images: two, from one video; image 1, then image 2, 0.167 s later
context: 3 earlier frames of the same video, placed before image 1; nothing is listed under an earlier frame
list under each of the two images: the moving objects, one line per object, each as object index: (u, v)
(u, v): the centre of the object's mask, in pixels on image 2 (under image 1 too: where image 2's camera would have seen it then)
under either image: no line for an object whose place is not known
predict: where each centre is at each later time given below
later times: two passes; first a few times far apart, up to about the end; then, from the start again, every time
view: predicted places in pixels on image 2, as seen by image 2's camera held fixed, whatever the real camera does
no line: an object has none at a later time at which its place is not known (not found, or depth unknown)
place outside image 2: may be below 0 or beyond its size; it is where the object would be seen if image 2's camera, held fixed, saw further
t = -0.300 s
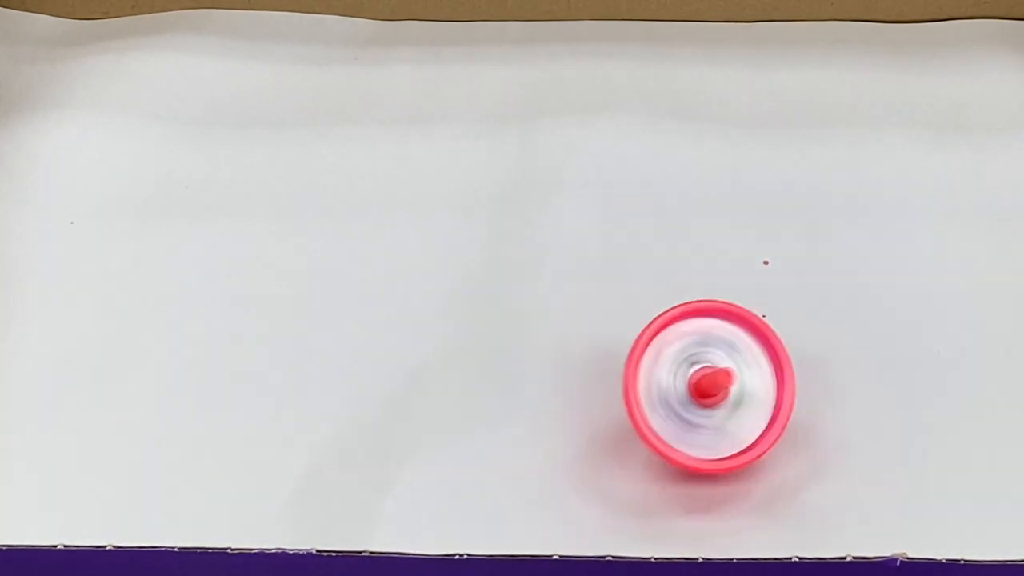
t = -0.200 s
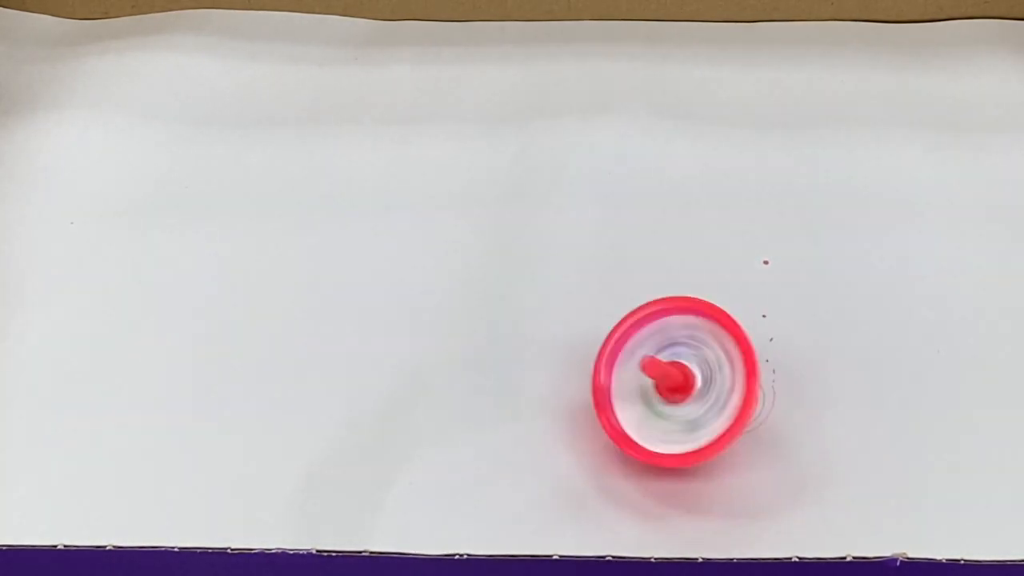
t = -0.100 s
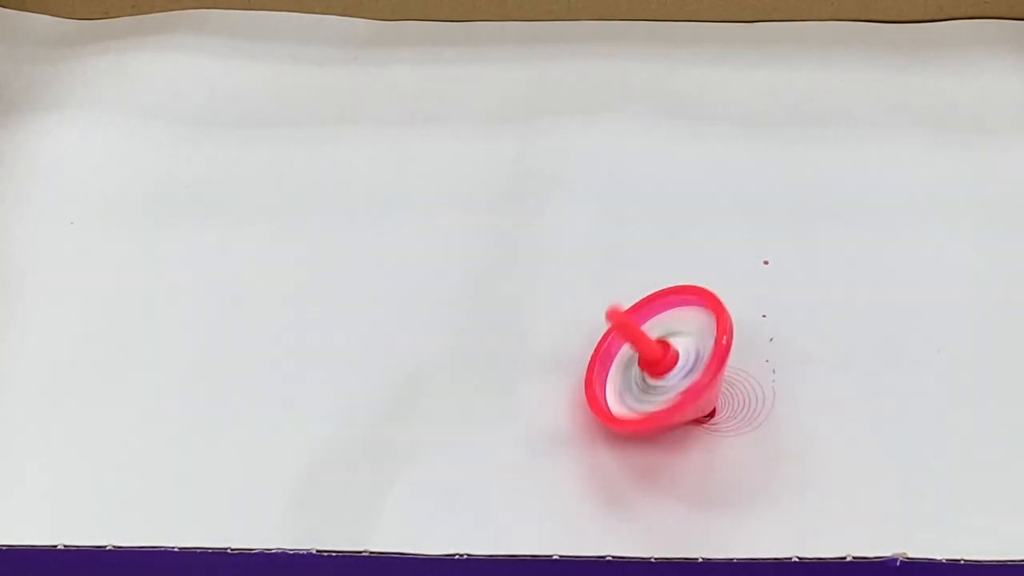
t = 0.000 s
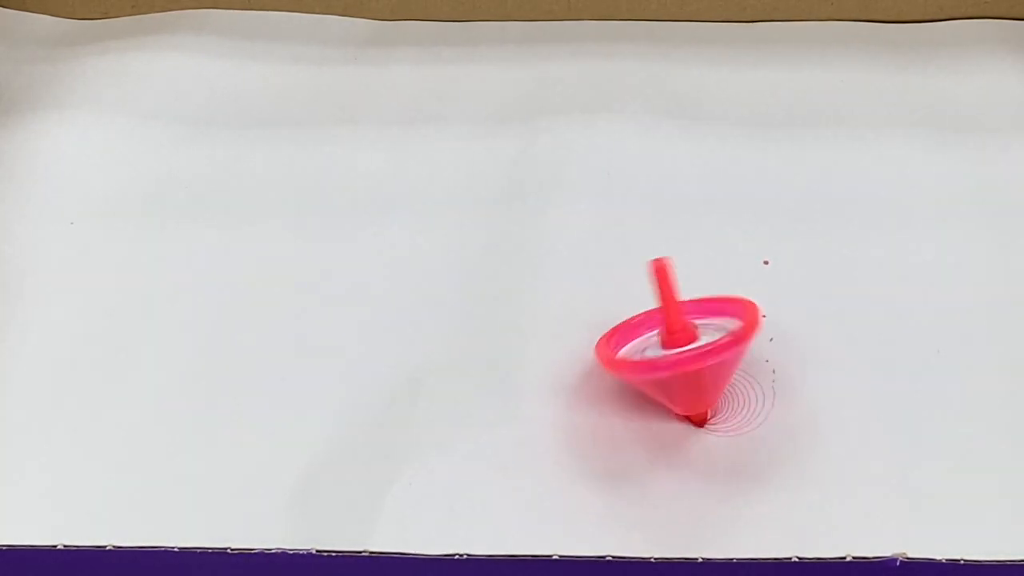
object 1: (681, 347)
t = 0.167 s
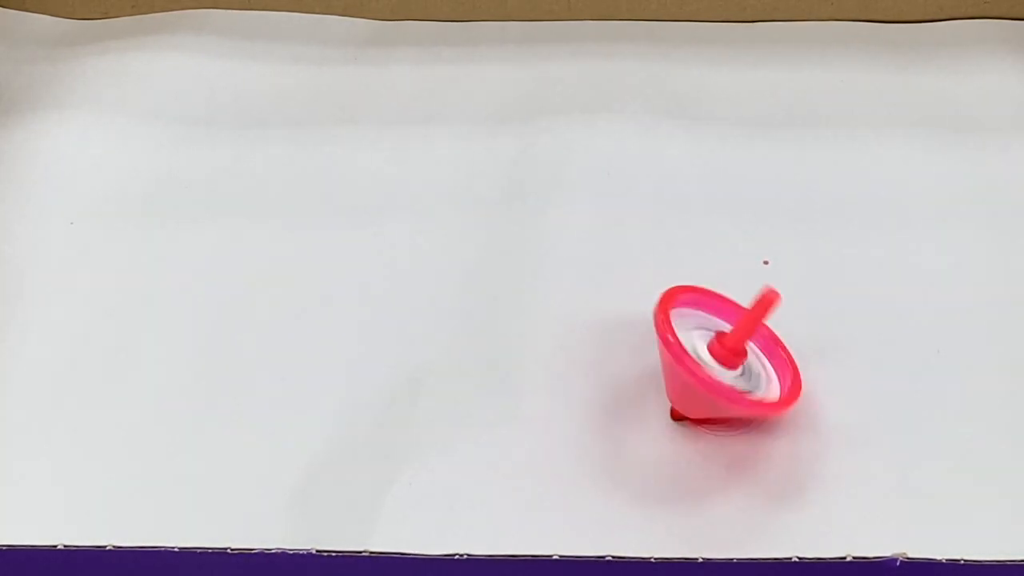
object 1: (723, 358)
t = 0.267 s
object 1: (724, 378)
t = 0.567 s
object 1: (662, 356)
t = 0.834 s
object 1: (728, 369)
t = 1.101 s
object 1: (653, 375)
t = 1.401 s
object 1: (721, 360)
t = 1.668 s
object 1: (659, 386)
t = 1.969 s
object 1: (714, 357)
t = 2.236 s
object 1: (660, 394)
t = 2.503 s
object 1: (696, 351)
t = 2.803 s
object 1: (664, 399)
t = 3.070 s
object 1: (684, 353)
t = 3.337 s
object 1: (694, 408)
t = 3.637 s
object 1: (648, 405)
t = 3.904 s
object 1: (885, 491)
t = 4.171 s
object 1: (864, 405)
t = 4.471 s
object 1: (899, 473)
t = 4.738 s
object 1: (968, 478)
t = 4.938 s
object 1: (989, 443)
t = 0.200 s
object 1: (727, 363)
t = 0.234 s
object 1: (730, 372)
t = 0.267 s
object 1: (724, 378)
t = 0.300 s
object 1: (718, 386)
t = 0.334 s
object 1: (706, 390)
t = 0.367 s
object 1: (695, 390)
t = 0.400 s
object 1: (681, 390)
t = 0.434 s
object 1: (671, 383)
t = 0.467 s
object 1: (663, 379)
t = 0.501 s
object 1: (657, 369)
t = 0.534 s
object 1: (658, 363)
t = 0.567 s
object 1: (662, 356)
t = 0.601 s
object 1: (671, 351)
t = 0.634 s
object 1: (678, 348)
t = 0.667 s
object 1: (690, 347)
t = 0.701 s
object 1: (699, 349)
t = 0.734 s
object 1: (709, 352)
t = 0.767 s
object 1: (717, 356)
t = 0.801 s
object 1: (724, 361)
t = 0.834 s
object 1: (728, 369)
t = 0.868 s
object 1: (726, 375)
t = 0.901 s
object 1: (720, 384)
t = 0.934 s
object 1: (710, 388)
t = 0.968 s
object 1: (701, 392)
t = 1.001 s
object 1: (687, 394)
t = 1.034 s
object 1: (673, 390)
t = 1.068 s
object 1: (661, 386)
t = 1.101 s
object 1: (653, 375)
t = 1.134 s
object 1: (652, 367)
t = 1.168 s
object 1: (655, 360)
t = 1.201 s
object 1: (664, 353)
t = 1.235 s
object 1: (671, 350)
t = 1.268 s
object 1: (684, 348)
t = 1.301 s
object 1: (693, 348)
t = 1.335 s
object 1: (704, 351)
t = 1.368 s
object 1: (714, 355)
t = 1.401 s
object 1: (721, 360)
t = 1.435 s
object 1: (727, 368)
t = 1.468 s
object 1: (726, 375)
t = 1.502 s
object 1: (721, 384)
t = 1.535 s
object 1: (710, 390)
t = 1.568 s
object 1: (699, 393)
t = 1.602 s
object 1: (684, 396)
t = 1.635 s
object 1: (670, 391)
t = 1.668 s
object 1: (659, 386)
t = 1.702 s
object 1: (661, 381)
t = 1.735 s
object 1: (662, 373)
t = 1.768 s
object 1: (650, 361)
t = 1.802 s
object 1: (659, 353)
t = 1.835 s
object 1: (669, 350)
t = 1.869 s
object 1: (681, 347)
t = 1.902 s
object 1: (692, 349)
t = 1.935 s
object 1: (703, 351)
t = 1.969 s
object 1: (714, 357)
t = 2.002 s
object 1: (720, 361)
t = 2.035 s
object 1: (726, 370)
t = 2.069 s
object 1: (725, 380)
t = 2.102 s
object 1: (719, 388)
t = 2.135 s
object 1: (707, 398)
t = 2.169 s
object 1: (691, 399)
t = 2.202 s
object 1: (677, 399)
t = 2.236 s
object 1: (660, 394)
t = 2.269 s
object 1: (651, 384)
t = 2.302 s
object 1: (658, 381)
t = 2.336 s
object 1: (645, 366)
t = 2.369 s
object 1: (650, 360)
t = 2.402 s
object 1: (658, 354)
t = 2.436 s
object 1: (671, 350)
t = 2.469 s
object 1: (682, 349)
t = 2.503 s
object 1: (696, 351)
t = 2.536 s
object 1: (706, 354)
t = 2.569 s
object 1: (716, 361)
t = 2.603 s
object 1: (723, 368)
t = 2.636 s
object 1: (726, 376)
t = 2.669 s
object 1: (723, 389)
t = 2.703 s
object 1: (712, 398)
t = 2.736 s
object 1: (698, 403)
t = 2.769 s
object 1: (680, 405)
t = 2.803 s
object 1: (664, 399)
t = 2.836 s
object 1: (651, 393)
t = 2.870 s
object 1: (656, 386)
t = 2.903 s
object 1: (658, 377)
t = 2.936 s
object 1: (660, 372)
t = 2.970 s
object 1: (653, 358)
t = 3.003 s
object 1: (662, 355)
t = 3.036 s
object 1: (672, 353)
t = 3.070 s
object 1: (684, 353)
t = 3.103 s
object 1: (696, 355)
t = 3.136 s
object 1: (710, 362)
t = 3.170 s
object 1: (716, 366)
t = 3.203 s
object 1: (722, 372)
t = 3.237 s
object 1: (725, 385)
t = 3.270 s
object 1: (720, 395)
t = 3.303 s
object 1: (710, 405)
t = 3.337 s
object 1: (694, 408)
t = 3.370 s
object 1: (680, 407)
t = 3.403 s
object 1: (665, 408)
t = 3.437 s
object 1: (652, 400)
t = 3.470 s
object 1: (647, 393)
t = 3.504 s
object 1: (658, 391)
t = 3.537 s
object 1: (646, 386)
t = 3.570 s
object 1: (646, 389)
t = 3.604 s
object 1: (647, 396)
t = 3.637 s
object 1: (648, 405)
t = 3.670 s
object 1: (663, 418)
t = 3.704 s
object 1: (658, 445)
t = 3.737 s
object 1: (674, 473)
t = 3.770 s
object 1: (704, 476)
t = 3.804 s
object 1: (740, 506)
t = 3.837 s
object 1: (794, 509)
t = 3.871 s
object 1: (848, 503)
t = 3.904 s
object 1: (885, 491)
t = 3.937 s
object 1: (904, 474)
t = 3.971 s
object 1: (913, 445)
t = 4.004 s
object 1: (911, 421)
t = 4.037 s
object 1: (901, 404)
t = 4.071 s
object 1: (887, 395)
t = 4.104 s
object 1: (875, 394)
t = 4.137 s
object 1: (869, 398)
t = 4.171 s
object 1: (864, 405)
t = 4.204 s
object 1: (861, 412)
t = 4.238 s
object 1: (859, 419)
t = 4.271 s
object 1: (859, 428)
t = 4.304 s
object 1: (862, 436)
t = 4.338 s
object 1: (866, 445)
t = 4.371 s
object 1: (872, 454)
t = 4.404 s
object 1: (880, 462)
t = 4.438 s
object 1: (889, 468)
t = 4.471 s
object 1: (899, 473)
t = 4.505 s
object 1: (910, 477)
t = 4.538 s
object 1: (921, 480)
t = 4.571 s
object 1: (932, 482)
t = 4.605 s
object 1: (941, 482)
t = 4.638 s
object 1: (949, 482)
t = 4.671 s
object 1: (956, 481)
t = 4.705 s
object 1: (962, 480)
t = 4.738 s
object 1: (968, 478)
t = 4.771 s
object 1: (974, 475)
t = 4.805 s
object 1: (980, 472)
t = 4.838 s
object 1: (984, 466)
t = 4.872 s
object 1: (987, 459)
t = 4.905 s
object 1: (988, 451)
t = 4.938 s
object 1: (989, 443)
